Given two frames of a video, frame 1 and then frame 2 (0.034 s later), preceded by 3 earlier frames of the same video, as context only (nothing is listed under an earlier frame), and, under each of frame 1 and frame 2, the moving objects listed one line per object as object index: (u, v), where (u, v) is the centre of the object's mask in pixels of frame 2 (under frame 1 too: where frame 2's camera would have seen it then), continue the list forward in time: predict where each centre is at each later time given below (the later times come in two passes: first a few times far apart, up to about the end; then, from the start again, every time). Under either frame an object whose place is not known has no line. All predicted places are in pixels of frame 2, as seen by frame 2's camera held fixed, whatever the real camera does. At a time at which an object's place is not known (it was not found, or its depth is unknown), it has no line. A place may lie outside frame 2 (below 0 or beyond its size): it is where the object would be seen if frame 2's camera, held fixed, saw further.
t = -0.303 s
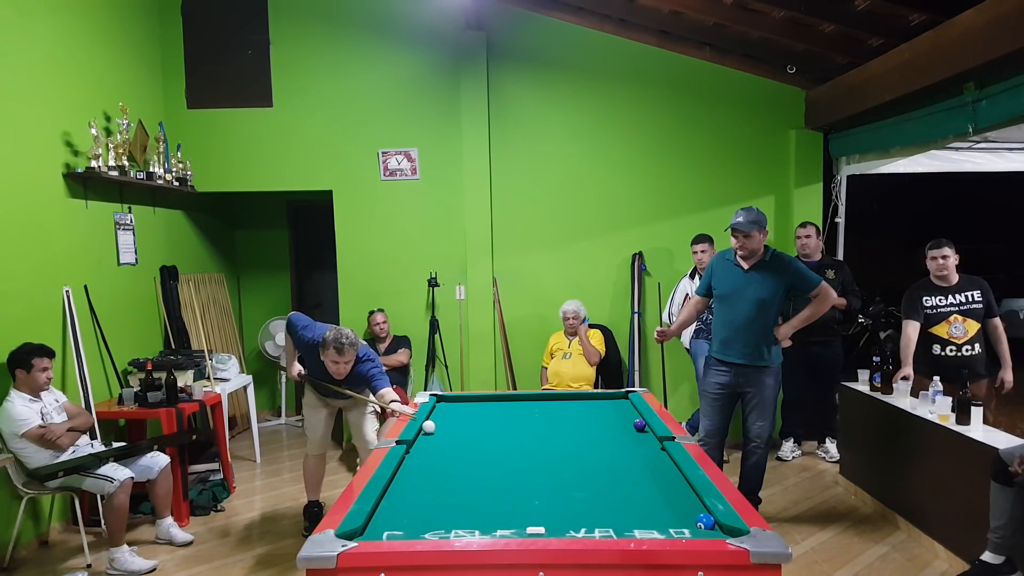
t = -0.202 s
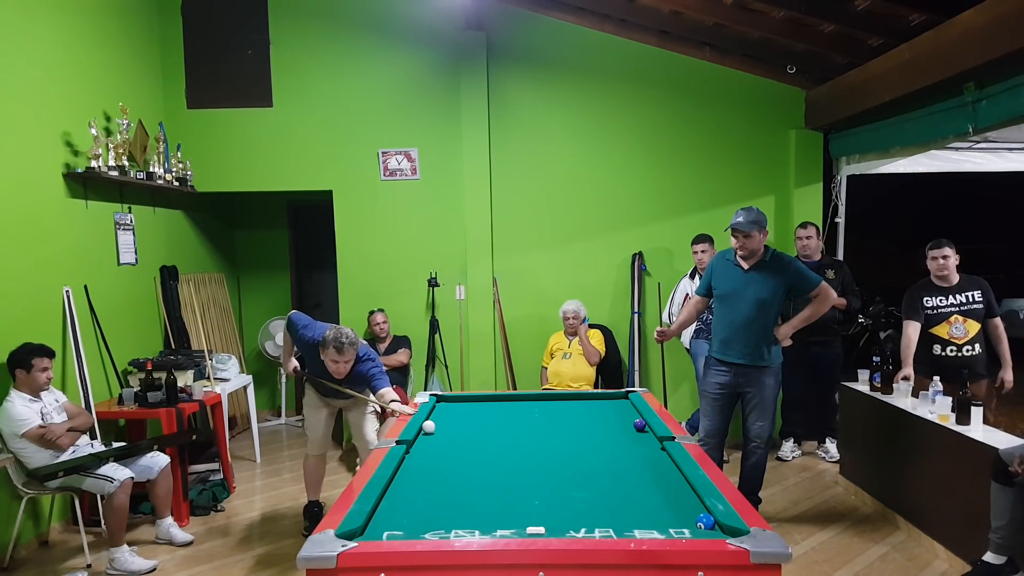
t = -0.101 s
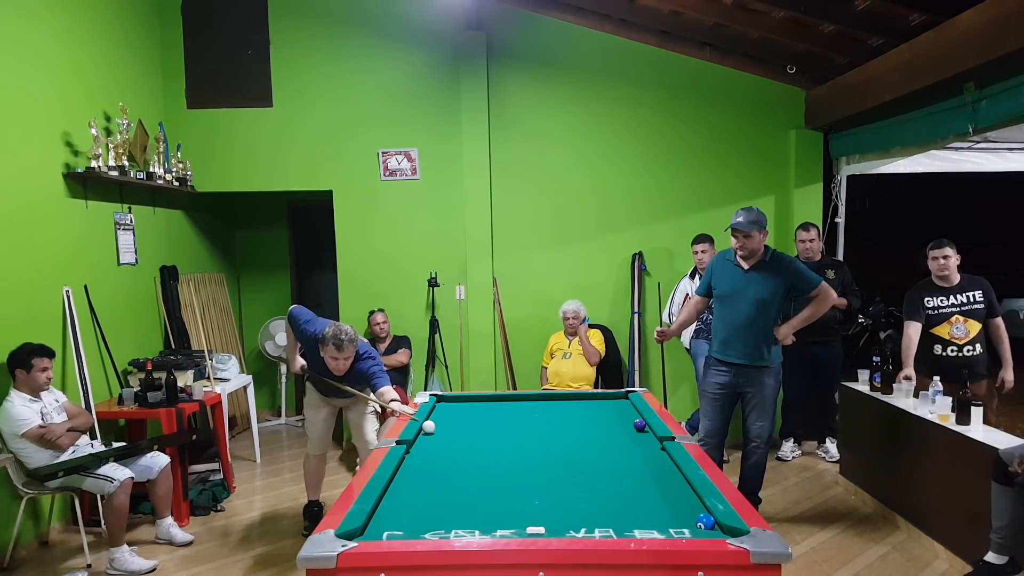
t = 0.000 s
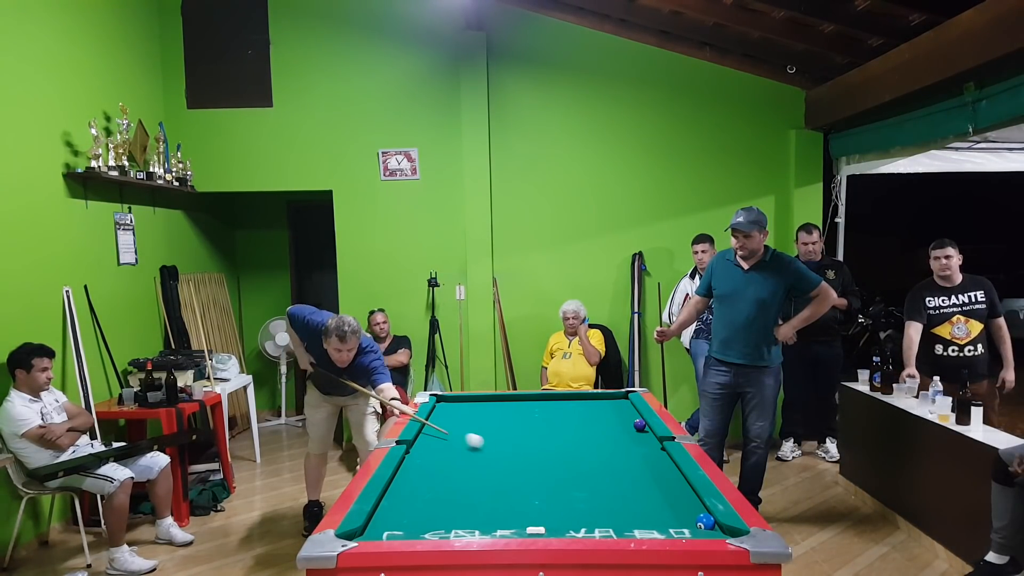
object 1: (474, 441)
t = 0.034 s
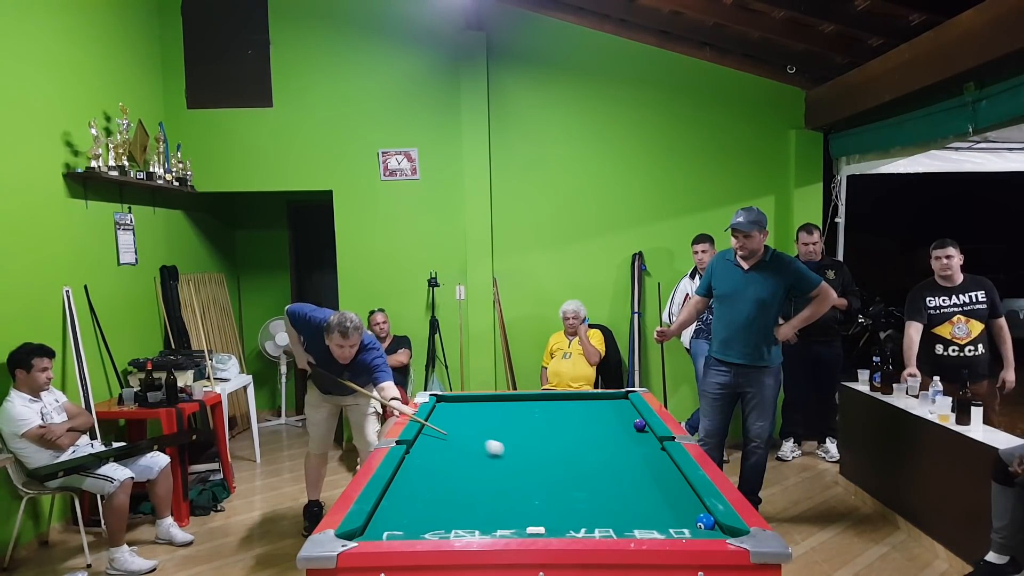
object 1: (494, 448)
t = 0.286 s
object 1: (702, 514)
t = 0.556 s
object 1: (600, 523)
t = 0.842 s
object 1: (532, 518)
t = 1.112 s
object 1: (481, 515)
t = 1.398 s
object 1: (432, 510)
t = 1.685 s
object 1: (387, 506)
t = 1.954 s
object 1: (412, 501)
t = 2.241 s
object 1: (444, 495)
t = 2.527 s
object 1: (474, 490)
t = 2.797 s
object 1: (500, 486)
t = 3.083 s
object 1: (525, 482)
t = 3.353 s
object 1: (546, 478)
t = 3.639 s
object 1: (568, 475)
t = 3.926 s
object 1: (587, 472)
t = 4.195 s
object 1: (603, 470)
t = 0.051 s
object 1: (505, 451)
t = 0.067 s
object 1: (516, 455)
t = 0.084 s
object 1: (528, 459)
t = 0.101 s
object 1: (540, 463)
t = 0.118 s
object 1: (552, 467)
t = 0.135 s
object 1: (565, 472)
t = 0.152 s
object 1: (579, 476)
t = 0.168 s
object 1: (593, 481)
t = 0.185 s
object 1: (608, 485)
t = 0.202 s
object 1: (624, 491)
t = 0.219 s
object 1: (640, 496)
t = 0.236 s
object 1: (658, 502)
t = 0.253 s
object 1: (676, 509)
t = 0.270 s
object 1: (692, 513)
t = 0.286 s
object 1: (702, 514)
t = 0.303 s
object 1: (700, 512)
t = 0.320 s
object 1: (693, 510)
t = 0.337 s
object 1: (686, 509)
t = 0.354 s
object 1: (679, 509)
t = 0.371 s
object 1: (672, 509)
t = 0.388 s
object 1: (665, 511)
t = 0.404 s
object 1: (658, 514)
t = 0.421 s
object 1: (650, 517)
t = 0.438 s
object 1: (643, 519)
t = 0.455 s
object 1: (637, 519)
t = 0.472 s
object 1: (631, 520)
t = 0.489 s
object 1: (624, 521)
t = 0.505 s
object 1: (618, 521)
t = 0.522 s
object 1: (612, 522)
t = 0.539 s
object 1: (606, 522)
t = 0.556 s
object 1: (600, 523)
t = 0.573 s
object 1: (595, 524)
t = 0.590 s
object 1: (589, 523)
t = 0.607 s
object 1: (585, 523)
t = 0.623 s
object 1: (579, 522)
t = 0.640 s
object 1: (575, 522)
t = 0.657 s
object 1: (571, 521)
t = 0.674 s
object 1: (566, 521)
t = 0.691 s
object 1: (562, 521)
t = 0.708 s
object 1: (559, 520)
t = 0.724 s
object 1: (555, 520)
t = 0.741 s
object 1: (552, 520)
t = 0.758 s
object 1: (549, 520)
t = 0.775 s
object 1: (545, 519)
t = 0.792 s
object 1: (542, 519)
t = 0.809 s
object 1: (538, 519)
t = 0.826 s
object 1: (535, 518)
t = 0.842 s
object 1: (532, 518)
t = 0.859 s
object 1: (528, 518)
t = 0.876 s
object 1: (525, 518)
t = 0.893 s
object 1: (522, 518)
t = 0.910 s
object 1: (519, 518)
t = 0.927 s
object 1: (515, 518)
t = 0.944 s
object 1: (512, 518)
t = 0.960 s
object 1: (509, 517)
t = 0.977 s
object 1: (506, 517)
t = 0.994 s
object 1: (503, 517)
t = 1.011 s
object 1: (500, 517)
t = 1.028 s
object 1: (496, 516)
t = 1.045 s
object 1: (493, 516)
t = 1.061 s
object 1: (490, 516)
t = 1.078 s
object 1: (487, 515)
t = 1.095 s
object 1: (484, 515)
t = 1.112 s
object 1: (481, 515)
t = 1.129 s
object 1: (478, 515)
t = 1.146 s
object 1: (475, 515)
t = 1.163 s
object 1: (472, 514)
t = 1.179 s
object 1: (469, 514)
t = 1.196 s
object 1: (466, 513)
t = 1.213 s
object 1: (463, 514)
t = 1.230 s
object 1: (460, 513)
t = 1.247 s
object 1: (457, 513)
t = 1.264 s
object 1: (454, 512)
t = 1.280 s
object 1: (452, 512)
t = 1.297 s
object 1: (448, 512)
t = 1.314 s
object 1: (446, 512)
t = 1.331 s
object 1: (443, 511)
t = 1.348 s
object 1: (440, 511)
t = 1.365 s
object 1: (437, 511)
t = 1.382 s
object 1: (435, 511)
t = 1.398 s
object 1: (432, 510)
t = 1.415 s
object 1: (429, 510)
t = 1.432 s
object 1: (426, 510)
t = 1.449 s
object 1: (424, 510)
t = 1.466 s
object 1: (421, 510)
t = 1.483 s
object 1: (418, 509)
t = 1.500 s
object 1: (416, 509)
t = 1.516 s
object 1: (413, 509)
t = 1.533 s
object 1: (410, 508)
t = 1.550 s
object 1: (408, 508)
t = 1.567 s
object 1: (405, 508)
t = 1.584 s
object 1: (402, 508)
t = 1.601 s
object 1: (400, 508)
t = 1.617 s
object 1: (397, 507)
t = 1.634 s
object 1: (395, 507)
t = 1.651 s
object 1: (392, 507)
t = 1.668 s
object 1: (390, 507)
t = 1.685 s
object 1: (387, 506)
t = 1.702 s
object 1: (385, 507)
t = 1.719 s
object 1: (383, 506)
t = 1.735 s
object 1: (384, 506)
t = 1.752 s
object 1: (387, 505)
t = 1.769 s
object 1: (389, 505)
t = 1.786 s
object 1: (390, 505)
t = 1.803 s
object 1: (393, 504)
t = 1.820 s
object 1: (395, 504)
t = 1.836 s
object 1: (397, 503)
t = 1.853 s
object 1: (399, 503)
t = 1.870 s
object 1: (401, 503)
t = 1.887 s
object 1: (403, 502)
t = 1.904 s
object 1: (405, 502)
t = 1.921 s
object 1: (407, 502)
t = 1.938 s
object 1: (409, 501)
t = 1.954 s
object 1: (412, 501)
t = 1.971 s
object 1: (413, 501)
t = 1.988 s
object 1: (416, 500)
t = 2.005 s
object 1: (417, 500)
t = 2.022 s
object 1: (420, 500)
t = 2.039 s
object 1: (421, 499)
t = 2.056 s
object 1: (423, 499)
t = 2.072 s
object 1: (425, 499)
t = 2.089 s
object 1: (427, 498)
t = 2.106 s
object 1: (429, 498)
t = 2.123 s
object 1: (431, 498)
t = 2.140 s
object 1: (433, 497)
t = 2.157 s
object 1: (435, 497)
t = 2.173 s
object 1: (437, 497)
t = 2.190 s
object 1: (438, 496)
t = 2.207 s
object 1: (440, 496)
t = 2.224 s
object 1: (442, 495)
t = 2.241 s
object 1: (444, 495)
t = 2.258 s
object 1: (446, 495)
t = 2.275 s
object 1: (448, 495)
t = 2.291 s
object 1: (449, 494)
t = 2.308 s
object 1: (452, 494)
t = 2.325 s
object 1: (453, 494)
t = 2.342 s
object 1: (455, 494)
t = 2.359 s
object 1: (457, 493)
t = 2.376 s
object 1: (459, 493)
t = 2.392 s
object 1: (461, 492)
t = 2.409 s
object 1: (462, 492)
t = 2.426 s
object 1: (464, 492)
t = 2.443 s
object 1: (466, 492)
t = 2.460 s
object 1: (467, 491)
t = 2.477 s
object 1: (469, 491)
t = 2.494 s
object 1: (471, 491)
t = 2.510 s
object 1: (472, 491)
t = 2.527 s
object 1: (474, 490)
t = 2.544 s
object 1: (476, 490)
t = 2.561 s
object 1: (477, 490)
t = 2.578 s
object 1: (479, 489)
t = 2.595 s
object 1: (481, 489)
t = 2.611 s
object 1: (482, 489)
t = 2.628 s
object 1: (484, 489)
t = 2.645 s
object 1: (486, 488)
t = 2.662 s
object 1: (487, 488)
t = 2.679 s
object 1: (489, 488)
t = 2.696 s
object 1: (491, 488)
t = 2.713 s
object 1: (492, 487)
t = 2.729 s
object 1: (493, 487)
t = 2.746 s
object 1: (495, 487)
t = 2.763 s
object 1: (497, 487)
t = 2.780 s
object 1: (498, 486)
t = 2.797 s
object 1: (500, 486)
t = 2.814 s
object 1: (502, 486)
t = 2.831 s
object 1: (503, 485)
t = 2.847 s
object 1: (505, 485)
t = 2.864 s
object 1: (506, 485)
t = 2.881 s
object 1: (508, 485)
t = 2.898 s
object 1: (509, 484)
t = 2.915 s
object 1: (511, 484)
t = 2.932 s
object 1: (512, 484)
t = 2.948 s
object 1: (513, 484)
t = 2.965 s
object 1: (515, 483)
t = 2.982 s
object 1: (516, 483)
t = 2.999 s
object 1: (518, 483)
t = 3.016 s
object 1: (519, 483)
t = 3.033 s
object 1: (521, 482)
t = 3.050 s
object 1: (522, 482)
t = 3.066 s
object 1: (523, 482)
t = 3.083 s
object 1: (525, 482)
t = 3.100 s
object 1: (526, 482)
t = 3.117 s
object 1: (528, 481)
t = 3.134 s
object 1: (529, 481)
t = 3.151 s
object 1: (530, 481)
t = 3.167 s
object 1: (532, 481)
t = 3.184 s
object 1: (533, 480)
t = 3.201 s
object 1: (535, 480)
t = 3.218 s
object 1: (536, 480)
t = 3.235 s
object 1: (537, 480)
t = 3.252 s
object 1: (539, 479)
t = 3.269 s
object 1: (540, 479)
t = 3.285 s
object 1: (541, 479)
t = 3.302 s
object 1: (542, 479)
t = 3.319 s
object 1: (544, 479)
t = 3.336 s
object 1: (545, 479)
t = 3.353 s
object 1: (546, 478)
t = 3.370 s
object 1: (548, 478)
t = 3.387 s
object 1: (549, 478)
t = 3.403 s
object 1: (550, 478)
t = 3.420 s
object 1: (551, 478)
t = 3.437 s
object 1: (553, 477)
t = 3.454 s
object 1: (554, 477)
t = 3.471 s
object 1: (555, 477)
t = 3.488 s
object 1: (557, 477)
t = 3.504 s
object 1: (558, 477)
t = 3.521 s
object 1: (559, 477)
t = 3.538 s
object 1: (560, 476)
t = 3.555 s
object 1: (561, 476)
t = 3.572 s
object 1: (563, 476)
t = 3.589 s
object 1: (564, 476)
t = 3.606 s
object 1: (565, 476)
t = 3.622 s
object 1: (566, 475)
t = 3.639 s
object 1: (568, 475)
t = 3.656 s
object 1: (569, 475)
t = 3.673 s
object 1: (570, 475)
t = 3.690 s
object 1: (571, 475)
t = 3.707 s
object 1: (572, 475)
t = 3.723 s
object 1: (573, 474)
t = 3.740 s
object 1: (574, 474)
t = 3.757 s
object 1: (576, 474)
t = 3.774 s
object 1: (577, 474)
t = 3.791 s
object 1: (578, 474)
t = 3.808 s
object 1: (579, 474)
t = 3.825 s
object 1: (580, 473)
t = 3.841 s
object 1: (581, 473)
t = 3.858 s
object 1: (582, 473)
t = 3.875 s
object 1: (583, 473)
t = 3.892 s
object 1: (584, 473)
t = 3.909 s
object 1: (586, 473)
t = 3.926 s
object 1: (587, 472)
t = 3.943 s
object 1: (588, 472)
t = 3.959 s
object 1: (589, 472)
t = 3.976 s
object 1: (590, 472)
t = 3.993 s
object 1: (591, 472)
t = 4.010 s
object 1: (592, 472)
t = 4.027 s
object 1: (593, 471)
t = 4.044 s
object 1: (594, 471)
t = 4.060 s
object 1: (595, 471)
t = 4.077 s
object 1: (596, 471)
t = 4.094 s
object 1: (597, 471)
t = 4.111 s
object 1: (598, 471)
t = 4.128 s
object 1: (599, 471)
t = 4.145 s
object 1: (600, 471)
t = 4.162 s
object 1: (601, 471)
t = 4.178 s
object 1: (602, 471)
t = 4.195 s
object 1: (603, 470)
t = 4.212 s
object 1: (603, 470)
